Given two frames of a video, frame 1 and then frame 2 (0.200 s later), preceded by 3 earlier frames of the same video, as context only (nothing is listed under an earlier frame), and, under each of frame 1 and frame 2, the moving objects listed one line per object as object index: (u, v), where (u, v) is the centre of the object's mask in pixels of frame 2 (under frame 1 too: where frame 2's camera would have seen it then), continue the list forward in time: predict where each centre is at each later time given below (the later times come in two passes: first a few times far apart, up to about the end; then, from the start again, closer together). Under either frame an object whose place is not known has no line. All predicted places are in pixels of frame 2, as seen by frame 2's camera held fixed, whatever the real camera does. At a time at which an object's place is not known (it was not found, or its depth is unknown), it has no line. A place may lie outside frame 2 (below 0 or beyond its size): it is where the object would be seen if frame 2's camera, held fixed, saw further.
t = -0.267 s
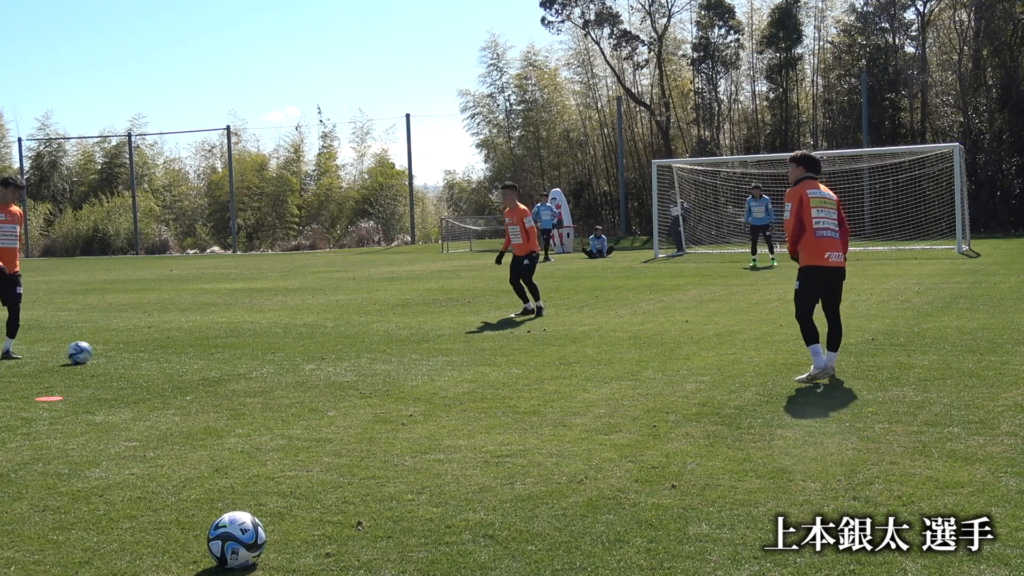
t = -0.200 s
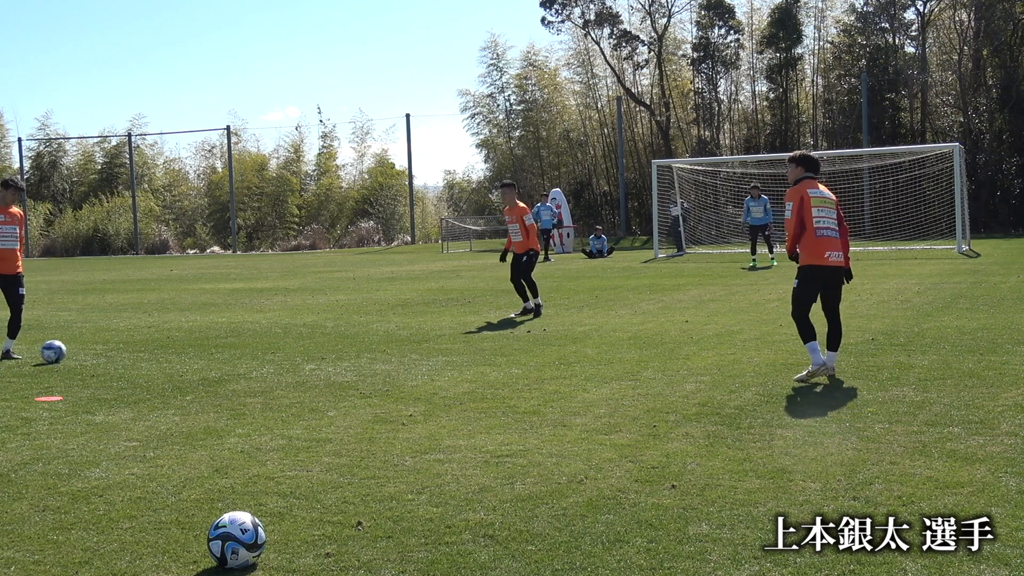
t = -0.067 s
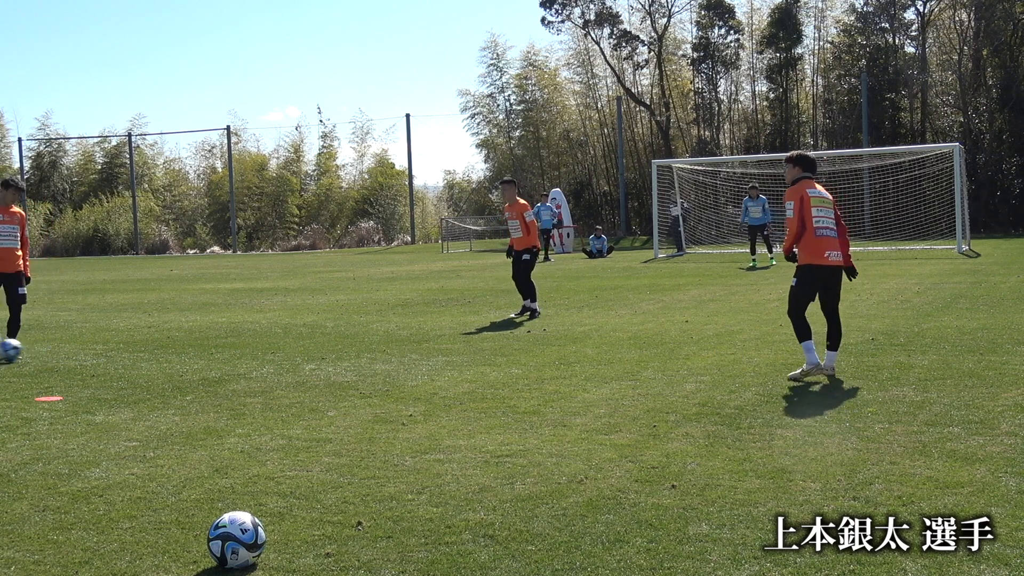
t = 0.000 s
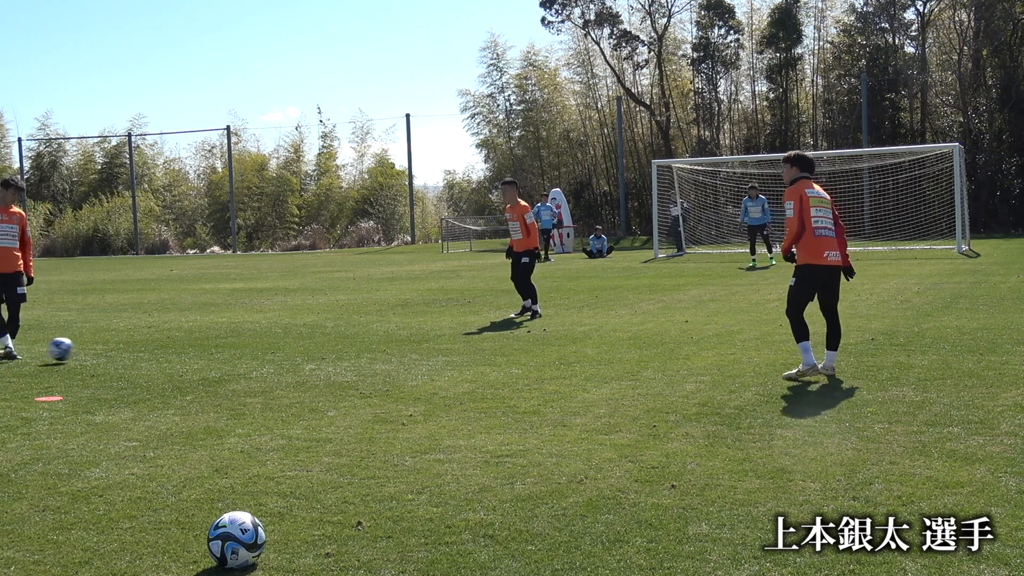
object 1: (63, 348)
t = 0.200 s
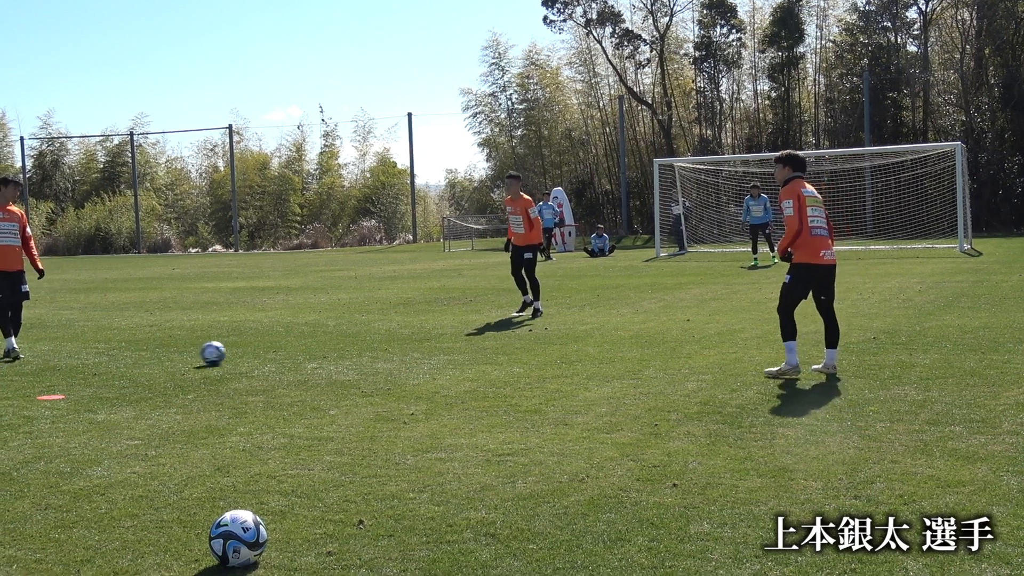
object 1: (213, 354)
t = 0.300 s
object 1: (279, 354)
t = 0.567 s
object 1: (429, 356)
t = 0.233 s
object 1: (235, 354)
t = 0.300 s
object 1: (279, 354)
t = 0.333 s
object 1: (300, 355)
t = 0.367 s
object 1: (319, 354)
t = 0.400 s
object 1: (339, 354)
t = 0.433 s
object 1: (359, 356)
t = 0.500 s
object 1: (394, 356)
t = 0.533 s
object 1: (412, 356)
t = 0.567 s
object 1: (429, 356)
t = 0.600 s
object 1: (446, 356)
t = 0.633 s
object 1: (463, 357)
